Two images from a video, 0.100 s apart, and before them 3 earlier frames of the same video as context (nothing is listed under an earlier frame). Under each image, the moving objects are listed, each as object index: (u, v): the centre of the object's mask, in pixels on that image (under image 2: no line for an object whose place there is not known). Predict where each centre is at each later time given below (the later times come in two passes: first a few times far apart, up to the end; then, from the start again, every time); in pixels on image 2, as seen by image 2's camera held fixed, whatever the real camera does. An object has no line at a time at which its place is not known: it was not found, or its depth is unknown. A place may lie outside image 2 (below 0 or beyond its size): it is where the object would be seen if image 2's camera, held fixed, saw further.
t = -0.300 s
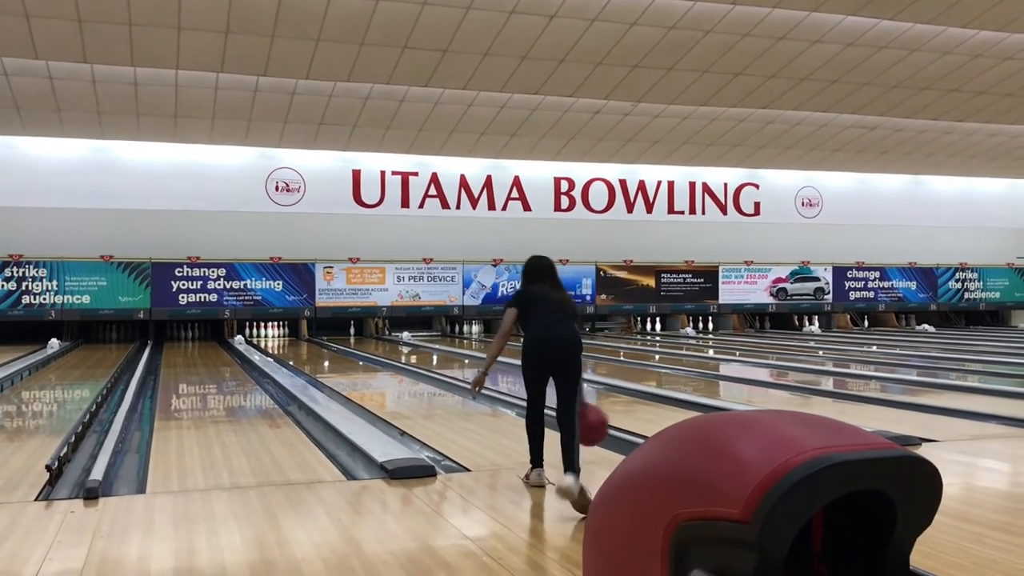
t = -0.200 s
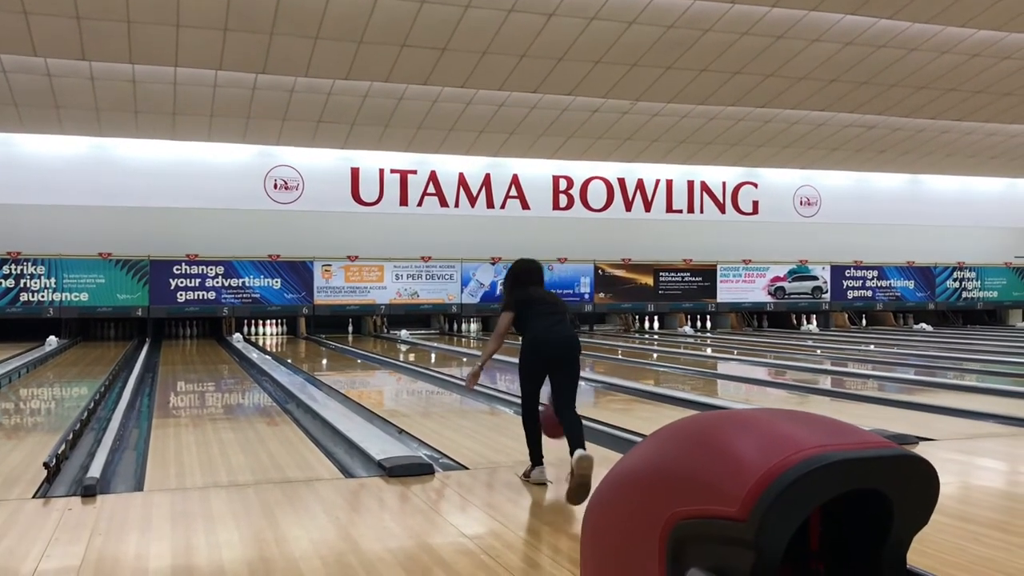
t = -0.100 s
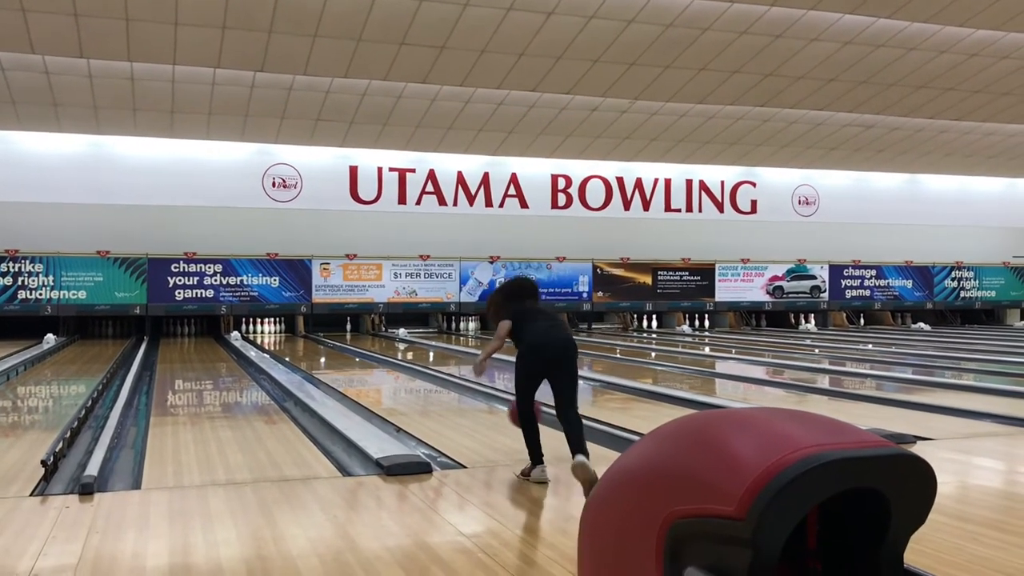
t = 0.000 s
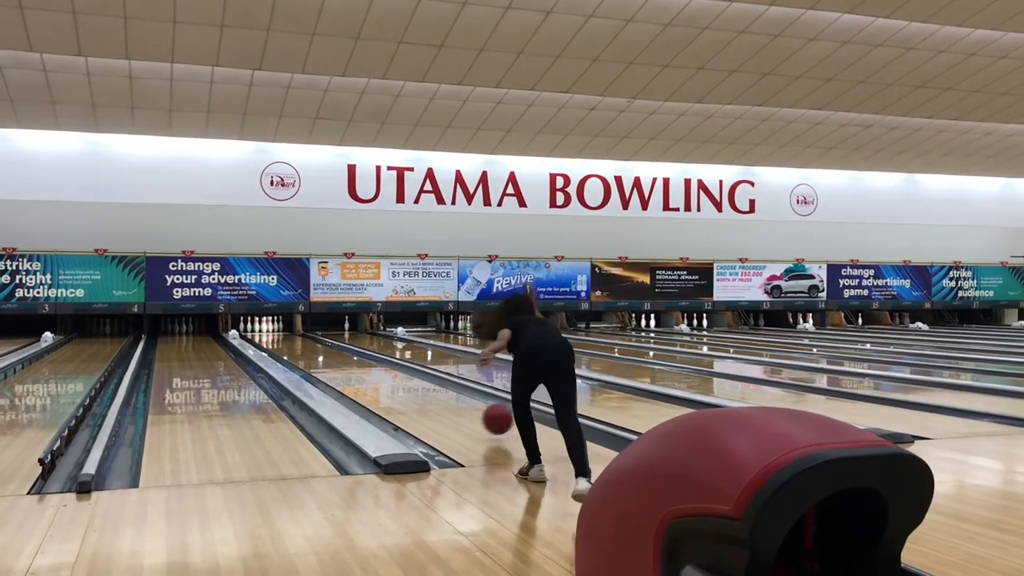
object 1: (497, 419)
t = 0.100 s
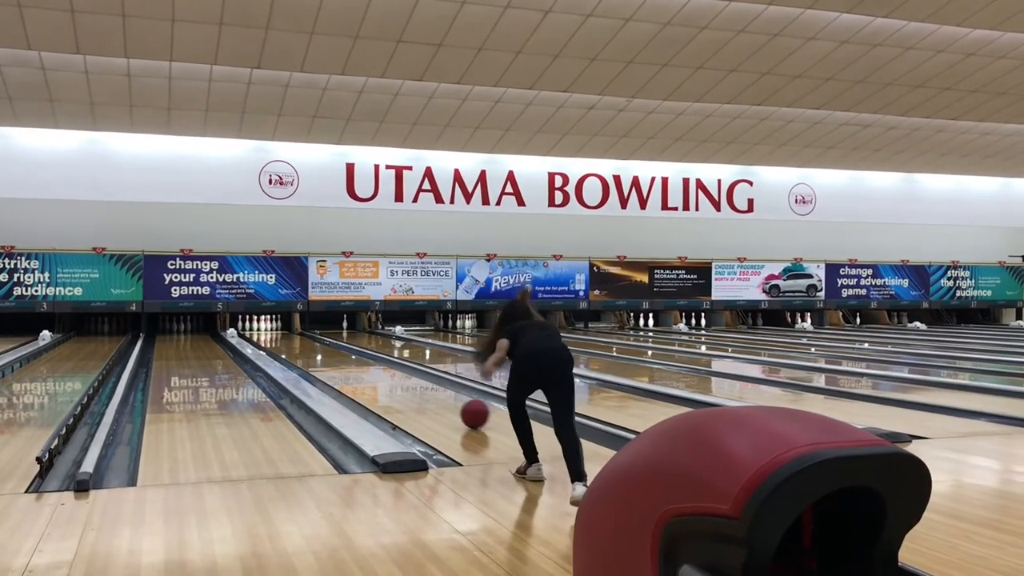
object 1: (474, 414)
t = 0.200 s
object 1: (456, 406)
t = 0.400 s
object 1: (426, 392)
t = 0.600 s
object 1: (402, 382)
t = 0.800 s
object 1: (383, 373)
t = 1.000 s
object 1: (366, 366)
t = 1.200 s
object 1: (353, 360)
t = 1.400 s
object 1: (341, 355)
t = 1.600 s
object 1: (331, 351)
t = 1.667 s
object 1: (328, 350)
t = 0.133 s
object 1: (468, 411)
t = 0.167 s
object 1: (462, 408)
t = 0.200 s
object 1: (456, 406)
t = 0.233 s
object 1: (450, 403)
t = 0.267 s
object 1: (445, 401)
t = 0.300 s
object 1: (440, 399)
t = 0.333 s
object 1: (435, 397)
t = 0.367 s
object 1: (430, 395)
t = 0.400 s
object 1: (426, 392)
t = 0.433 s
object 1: (421, 390)
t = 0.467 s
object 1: (417, 389)
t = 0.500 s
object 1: (413, 387)
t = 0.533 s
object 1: (409, 385)
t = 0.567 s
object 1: (405, 384)
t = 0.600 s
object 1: (402, 382)
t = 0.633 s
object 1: (398, 380)
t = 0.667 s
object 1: (395, 379)
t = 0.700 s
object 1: (392, 377)
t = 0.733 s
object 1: (388, 376)
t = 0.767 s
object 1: (386, 374)
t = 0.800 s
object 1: (383, 373)
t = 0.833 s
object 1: (380, 372)
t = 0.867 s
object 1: (377, 371)
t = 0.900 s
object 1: (374, 369)
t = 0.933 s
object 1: (372, 368)
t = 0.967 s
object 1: (369, 367)
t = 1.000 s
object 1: (366, 366)
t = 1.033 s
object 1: (364, 365)
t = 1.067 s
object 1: (362, 364)
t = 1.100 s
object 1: (359, 363)
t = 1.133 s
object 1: (357, 362)
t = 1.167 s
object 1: (355, 361)
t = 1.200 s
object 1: (353, 360)
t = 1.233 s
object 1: (351, 360)
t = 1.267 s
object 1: (349, 359)
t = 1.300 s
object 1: (347, 358)
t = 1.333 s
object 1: (345, 357)
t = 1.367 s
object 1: (343, 356)
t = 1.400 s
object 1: (341, 355)
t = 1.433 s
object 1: (339, 355)
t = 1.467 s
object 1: (338, 354)
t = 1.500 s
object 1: (336, 353)
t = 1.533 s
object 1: (335, 352)
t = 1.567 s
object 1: (333, 352)
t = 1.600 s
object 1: (331, 351)
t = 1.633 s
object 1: (330, 350)
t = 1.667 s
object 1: (328, 350)
